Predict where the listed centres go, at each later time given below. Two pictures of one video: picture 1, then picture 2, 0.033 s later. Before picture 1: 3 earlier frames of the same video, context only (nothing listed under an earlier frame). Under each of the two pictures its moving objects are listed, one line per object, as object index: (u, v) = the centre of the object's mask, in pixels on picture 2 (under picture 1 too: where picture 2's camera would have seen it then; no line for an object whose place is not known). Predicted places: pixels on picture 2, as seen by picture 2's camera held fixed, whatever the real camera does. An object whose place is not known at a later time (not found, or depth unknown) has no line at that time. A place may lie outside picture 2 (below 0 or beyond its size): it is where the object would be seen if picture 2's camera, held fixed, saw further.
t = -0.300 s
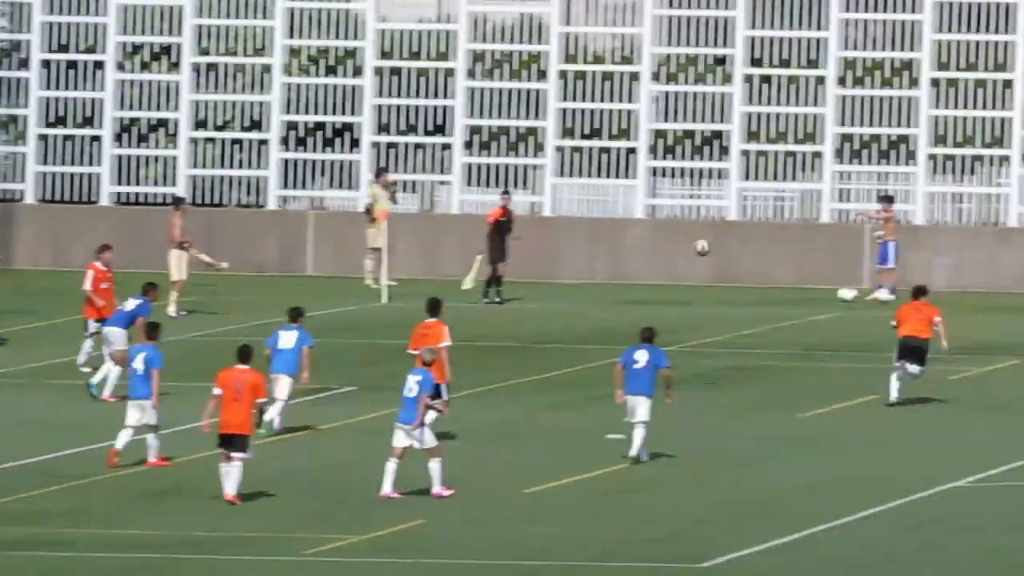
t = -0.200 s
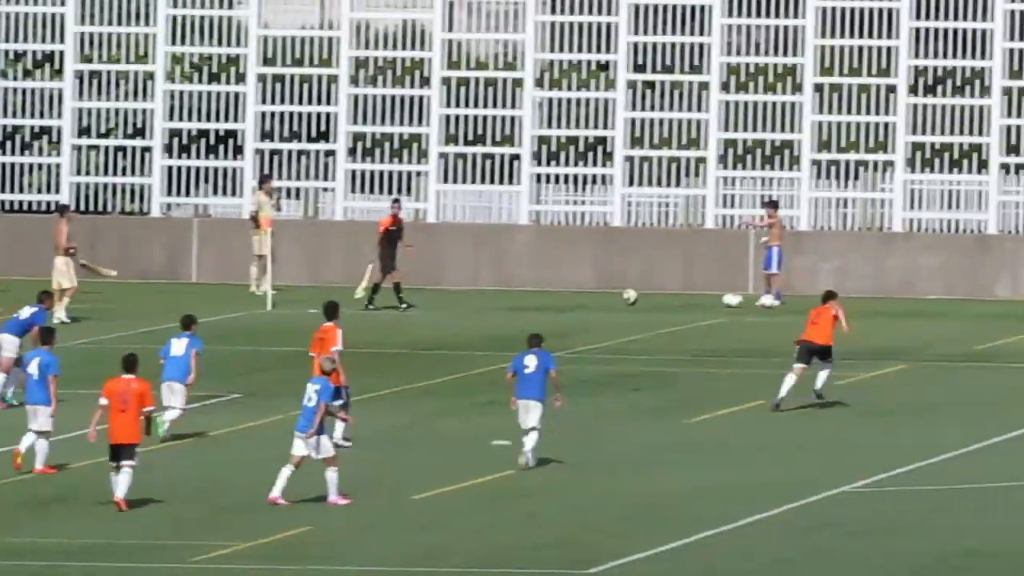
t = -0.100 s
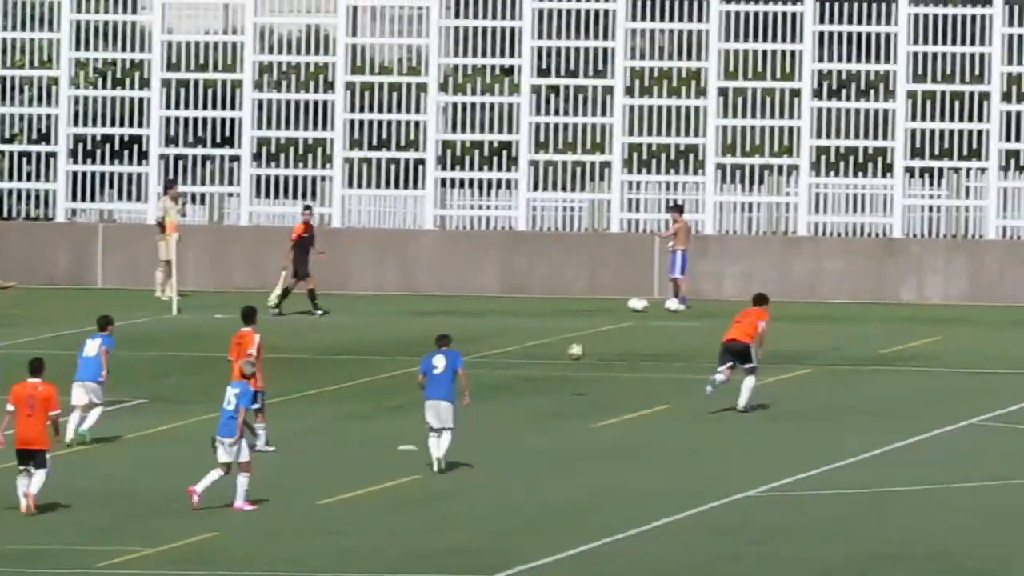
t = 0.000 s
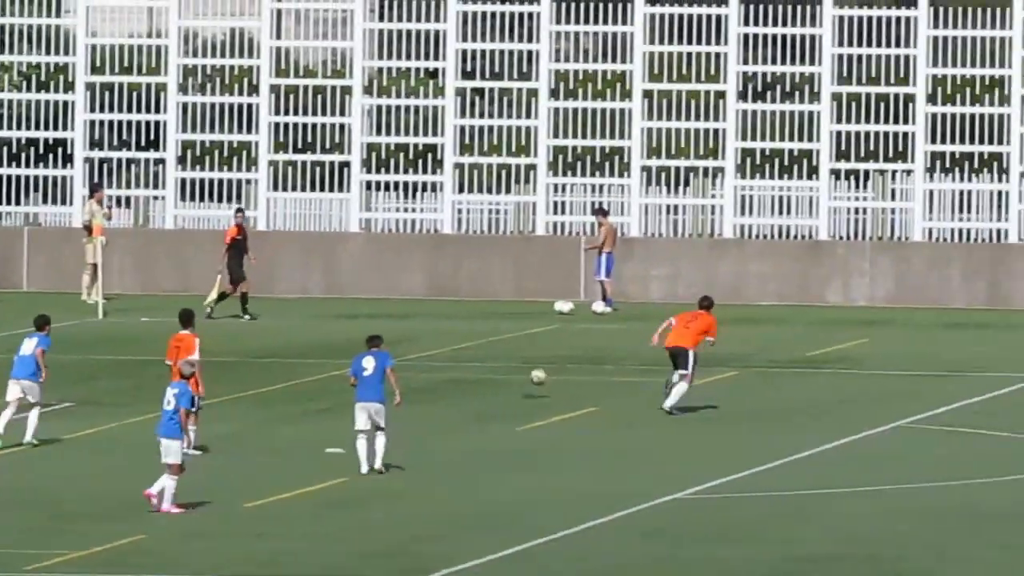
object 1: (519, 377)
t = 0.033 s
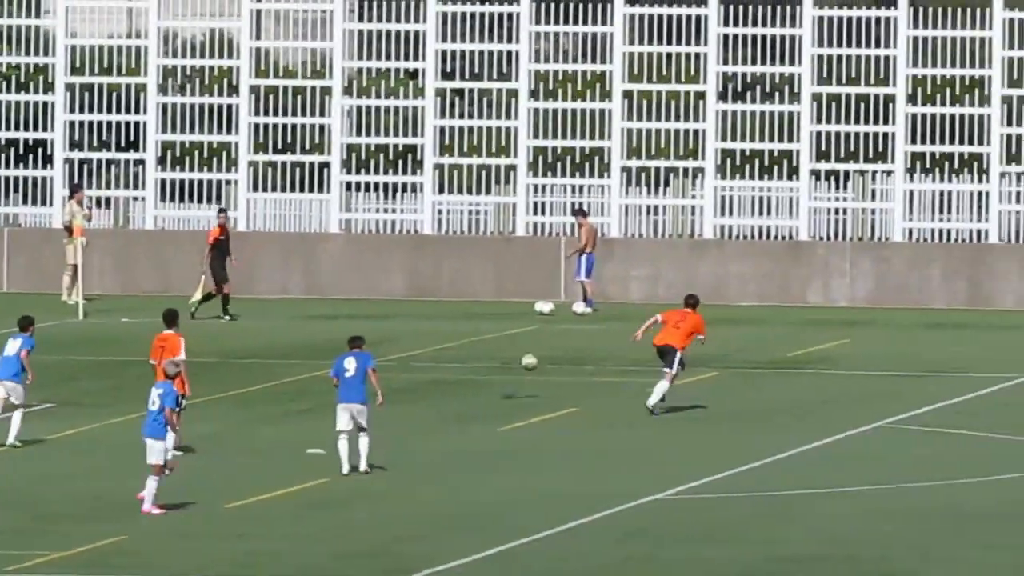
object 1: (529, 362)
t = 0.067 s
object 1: (538, 348)
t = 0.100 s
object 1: (548, 334)
